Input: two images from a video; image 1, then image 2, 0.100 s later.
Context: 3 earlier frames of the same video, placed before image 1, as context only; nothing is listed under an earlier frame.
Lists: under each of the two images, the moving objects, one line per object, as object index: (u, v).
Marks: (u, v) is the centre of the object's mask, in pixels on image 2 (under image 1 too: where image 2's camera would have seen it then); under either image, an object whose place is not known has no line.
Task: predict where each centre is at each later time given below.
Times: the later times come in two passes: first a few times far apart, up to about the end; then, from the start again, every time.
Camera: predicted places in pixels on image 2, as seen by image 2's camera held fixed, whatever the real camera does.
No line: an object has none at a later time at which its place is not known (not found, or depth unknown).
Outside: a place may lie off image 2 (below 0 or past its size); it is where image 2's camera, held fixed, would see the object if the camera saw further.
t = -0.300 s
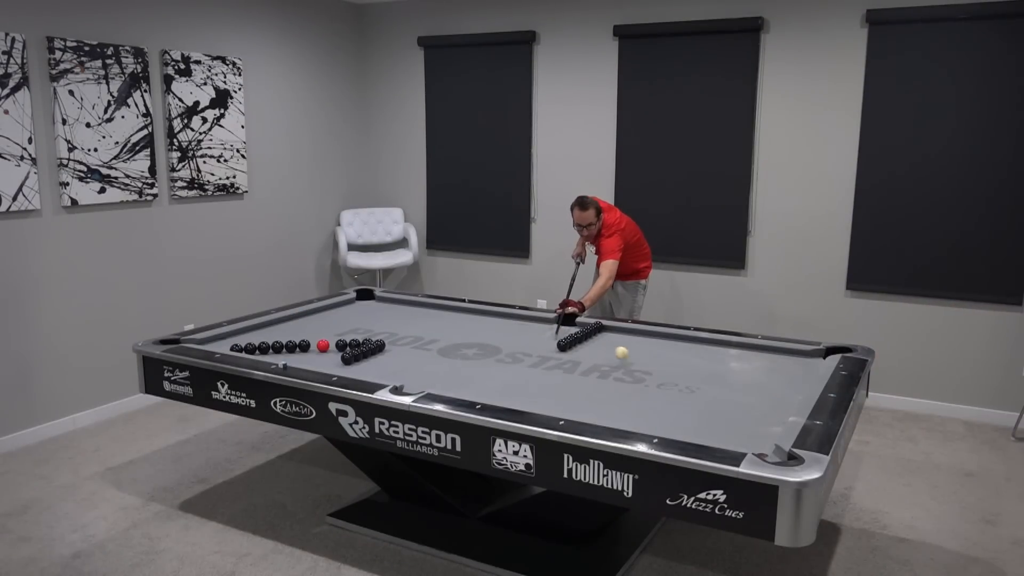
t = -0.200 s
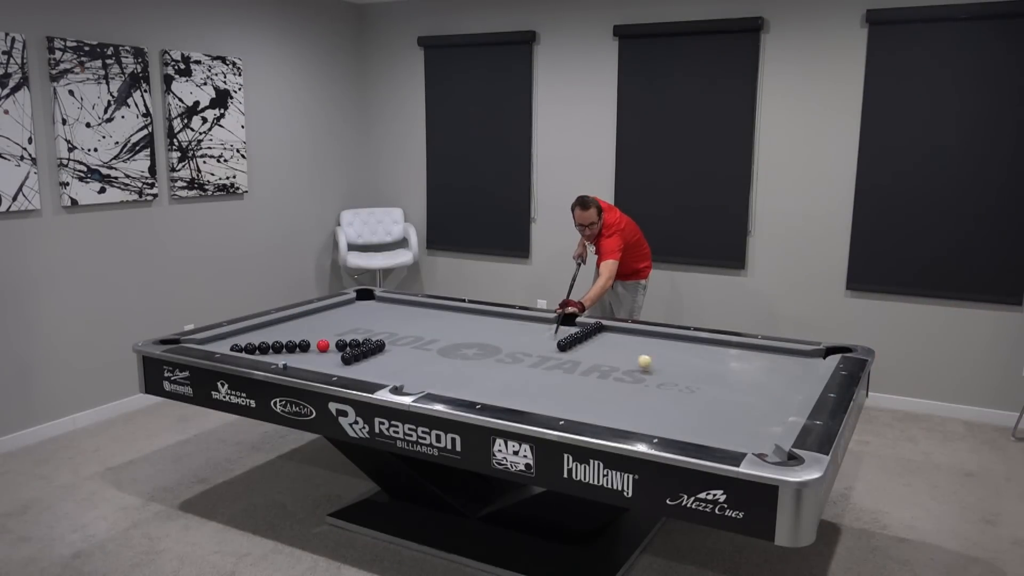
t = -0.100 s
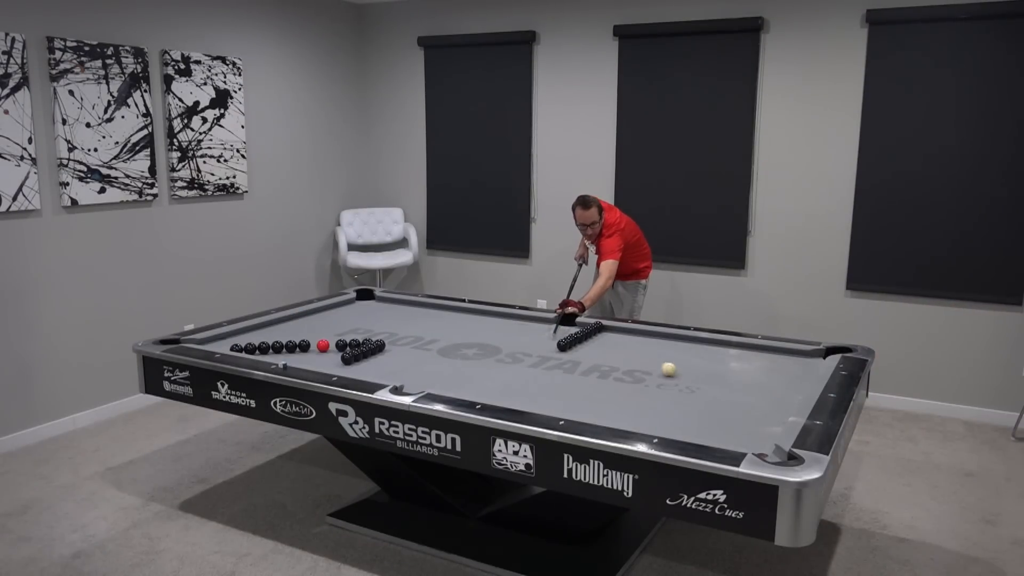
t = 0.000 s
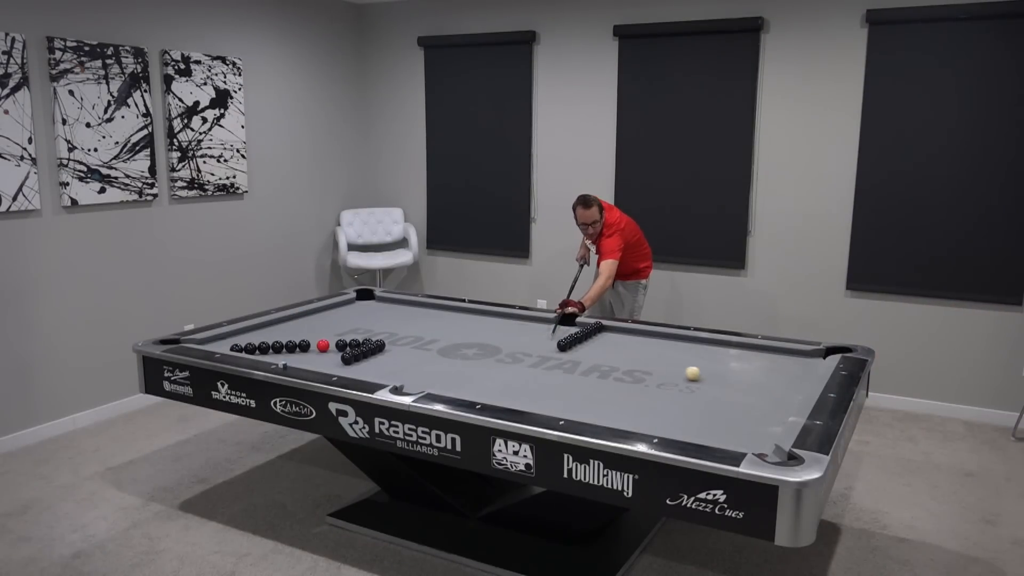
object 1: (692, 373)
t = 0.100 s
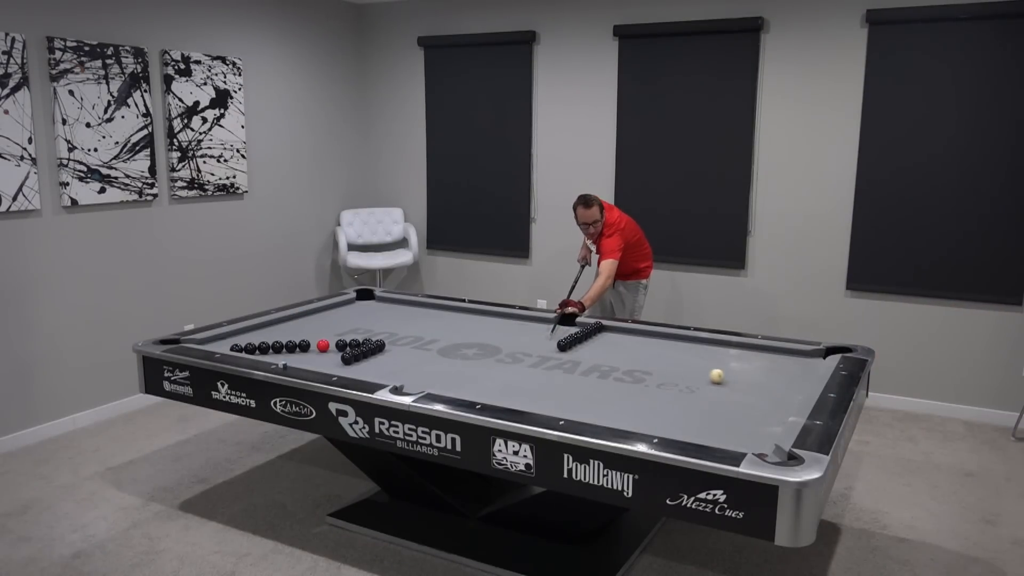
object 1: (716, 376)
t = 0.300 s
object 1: (762, 376)
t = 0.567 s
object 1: (809, 369)
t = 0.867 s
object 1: (793, 352)
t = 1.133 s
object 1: (756, 354)
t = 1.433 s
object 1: (716, 356)
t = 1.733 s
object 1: (677, 358)
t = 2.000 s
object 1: (643, 359)
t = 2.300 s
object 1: (605, 361)
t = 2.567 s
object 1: (573, 363)
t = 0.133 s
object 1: (725, 377)
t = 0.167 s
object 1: (732, 377)
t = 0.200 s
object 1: (740, 377)
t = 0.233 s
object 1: (747, 377)
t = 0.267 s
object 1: (756, 377)
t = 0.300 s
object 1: (762, 376)
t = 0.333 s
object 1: (769, 376)
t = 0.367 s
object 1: (777, 375)
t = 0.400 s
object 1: (783, 374)
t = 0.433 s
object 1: (790, 373)
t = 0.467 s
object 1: (797, 373)
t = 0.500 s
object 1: (804, 372)
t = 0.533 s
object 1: (810, 371)
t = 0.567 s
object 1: (809, 369)
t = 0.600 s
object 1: (807, 367)
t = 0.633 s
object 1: (805, 365)
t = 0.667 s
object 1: (803, 363)
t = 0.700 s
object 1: (802, 361)
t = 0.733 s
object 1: (800, 359)
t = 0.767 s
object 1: (798, 357)
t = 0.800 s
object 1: (797, 355)
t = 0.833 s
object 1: (796, 353)
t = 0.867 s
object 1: (793, 352)
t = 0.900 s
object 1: (788, 352)
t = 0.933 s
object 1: (783, 353)
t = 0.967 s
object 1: (779, 353)
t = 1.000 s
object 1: (774, 353)
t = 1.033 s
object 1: (769, 353)
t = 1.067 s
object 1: (765, 353)
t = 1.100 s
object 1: (760, 354)
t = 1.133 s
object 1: (756, 354)
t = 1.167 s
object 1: (752, 354)
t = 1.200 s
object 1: (747, 354)
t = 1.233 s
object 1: (743, 354)
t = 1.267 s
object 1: (738, 355)
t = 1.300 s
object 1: (734, 355)
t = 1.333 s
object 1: (729, 355)
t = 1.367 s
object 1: (725, 355)
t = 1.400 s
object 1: (720, 356)
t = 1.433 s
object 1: (716, 356)
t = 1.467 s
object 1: (711, 356)
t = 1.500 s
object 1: (707, 356)
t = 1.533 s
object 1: (702, 357)
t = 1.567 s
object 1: (698, 357)
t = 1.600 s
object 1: (694, 357)
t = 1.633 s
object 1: (690, 357)
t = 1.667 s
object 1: (685, 357)
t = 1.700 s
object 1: (681, 358)
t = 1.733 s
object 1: (677, 358)
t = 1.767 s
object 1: (673, 358)
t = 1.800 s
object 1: (668, 358)
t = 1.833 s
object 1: (664, 358)
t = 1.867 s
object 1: (660, 359)
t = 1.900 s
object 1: (656, 359)
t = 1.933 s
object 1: (651, 359)
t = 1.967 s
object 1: (647, 359)
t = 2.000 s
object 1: (643, 359)
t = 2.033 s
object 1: (639, 360)
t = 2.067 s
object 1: (634, 360)
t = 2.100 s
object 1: (630, 360)
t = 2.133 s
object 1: (626, 360)
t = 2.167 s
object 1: (622, 360)
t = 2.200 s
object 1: (617, 360)
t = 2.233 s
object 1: (614, 361)
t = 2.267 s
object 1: (610, 361)
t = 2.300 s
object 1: (605, 361)
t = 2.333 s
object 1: (601, 361)
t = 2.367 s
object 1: (597, 362)
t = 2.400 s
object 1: (593, 362)
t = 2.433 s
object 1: (589, 362)
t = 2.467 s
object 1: (585, 362)
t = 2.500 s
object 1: (581, 362)
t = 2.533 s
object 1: (577, 362)
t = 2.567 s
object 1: (573, 363)
